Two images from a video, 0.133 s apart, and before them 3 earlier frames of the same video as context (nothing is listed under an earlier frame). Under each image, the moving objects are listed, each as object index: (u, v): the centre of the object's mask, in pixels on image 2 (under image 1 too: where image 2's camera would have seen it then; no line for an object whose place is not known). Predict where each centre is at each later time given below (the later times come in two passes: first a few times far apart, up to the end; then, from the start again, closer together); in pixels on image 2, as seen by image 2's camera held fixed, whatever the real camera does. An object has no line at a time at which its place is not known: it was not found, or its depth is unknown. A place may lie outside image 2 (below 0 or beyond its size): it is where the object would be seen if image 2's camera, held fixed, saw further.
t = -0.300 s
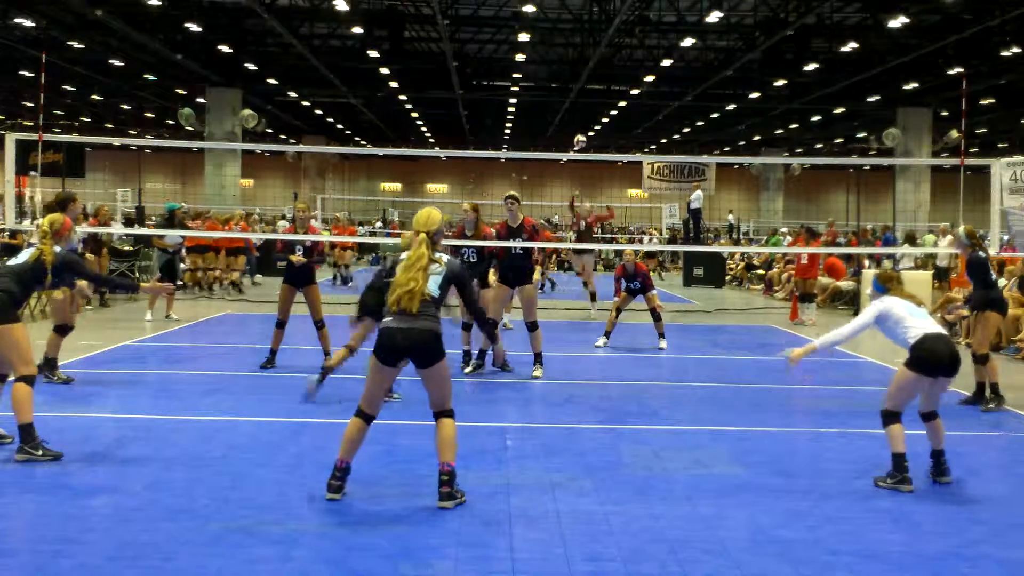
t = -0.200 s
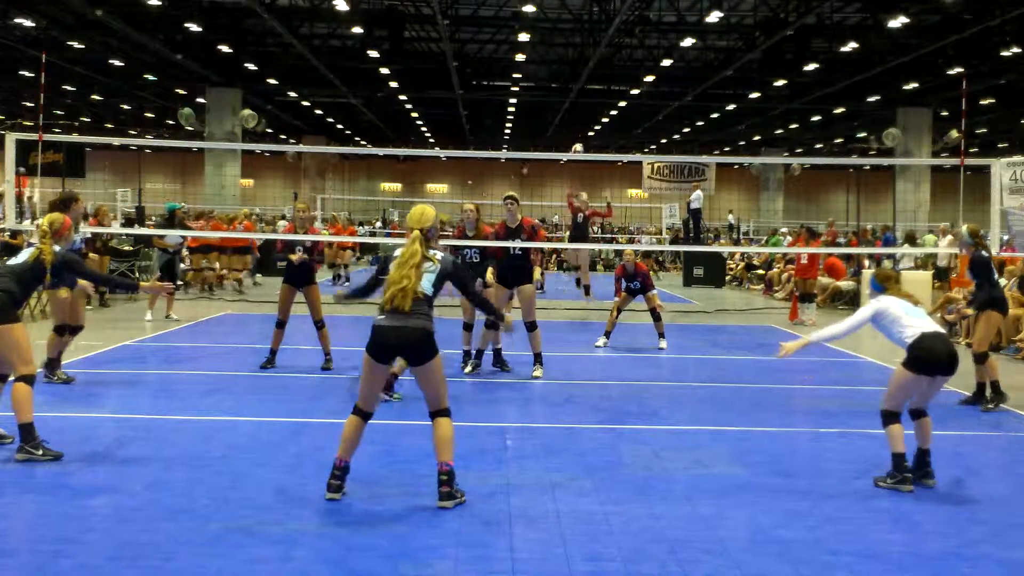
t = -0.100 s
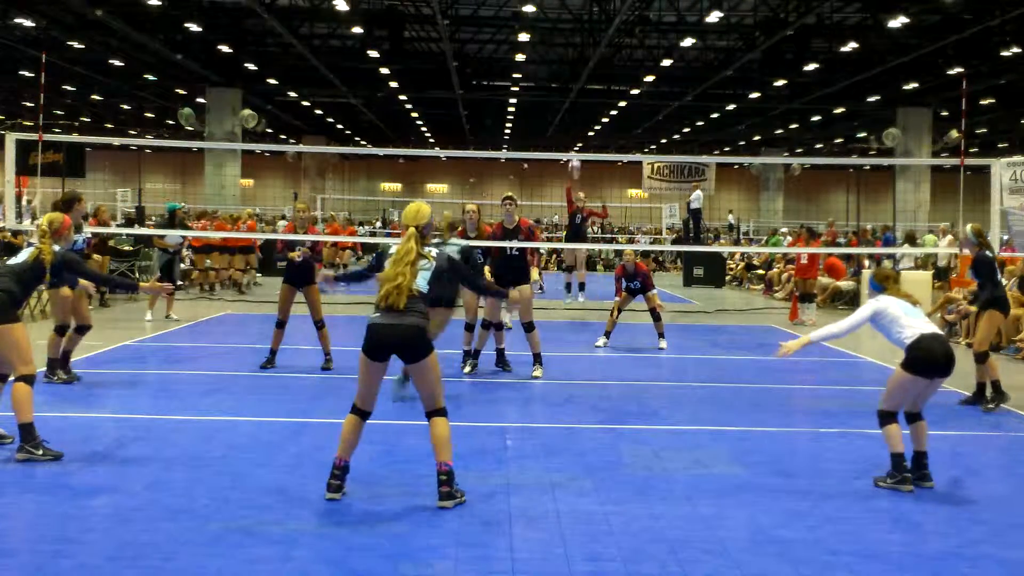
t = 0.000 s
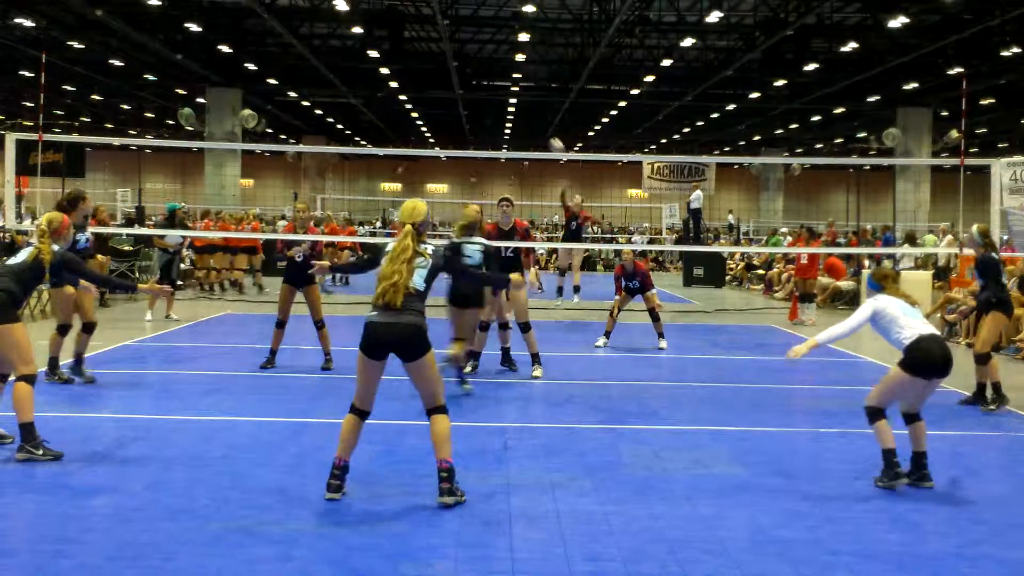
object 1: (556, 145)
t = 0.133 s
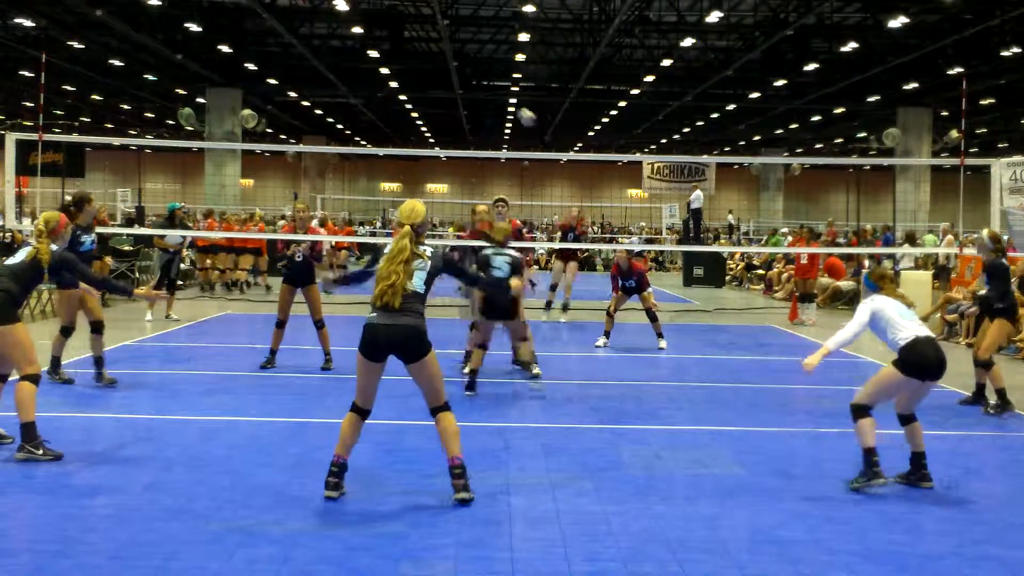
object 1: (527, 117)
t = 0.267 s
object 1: (490, 98)
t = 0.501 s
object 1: (411, 99)
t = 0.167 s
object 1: (519, 111)
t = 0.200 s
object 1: (509, 106)
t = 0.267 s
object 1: (490, 98)
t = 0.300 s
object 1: (481, 96)
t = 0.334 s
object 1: (471, 93)
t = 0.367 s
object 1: (459, 93)
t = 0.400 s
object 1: (448, 92)
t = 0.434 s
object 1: (436, 93)
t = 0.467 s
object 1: (424, 96)
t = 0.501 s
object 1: (411, 99)
